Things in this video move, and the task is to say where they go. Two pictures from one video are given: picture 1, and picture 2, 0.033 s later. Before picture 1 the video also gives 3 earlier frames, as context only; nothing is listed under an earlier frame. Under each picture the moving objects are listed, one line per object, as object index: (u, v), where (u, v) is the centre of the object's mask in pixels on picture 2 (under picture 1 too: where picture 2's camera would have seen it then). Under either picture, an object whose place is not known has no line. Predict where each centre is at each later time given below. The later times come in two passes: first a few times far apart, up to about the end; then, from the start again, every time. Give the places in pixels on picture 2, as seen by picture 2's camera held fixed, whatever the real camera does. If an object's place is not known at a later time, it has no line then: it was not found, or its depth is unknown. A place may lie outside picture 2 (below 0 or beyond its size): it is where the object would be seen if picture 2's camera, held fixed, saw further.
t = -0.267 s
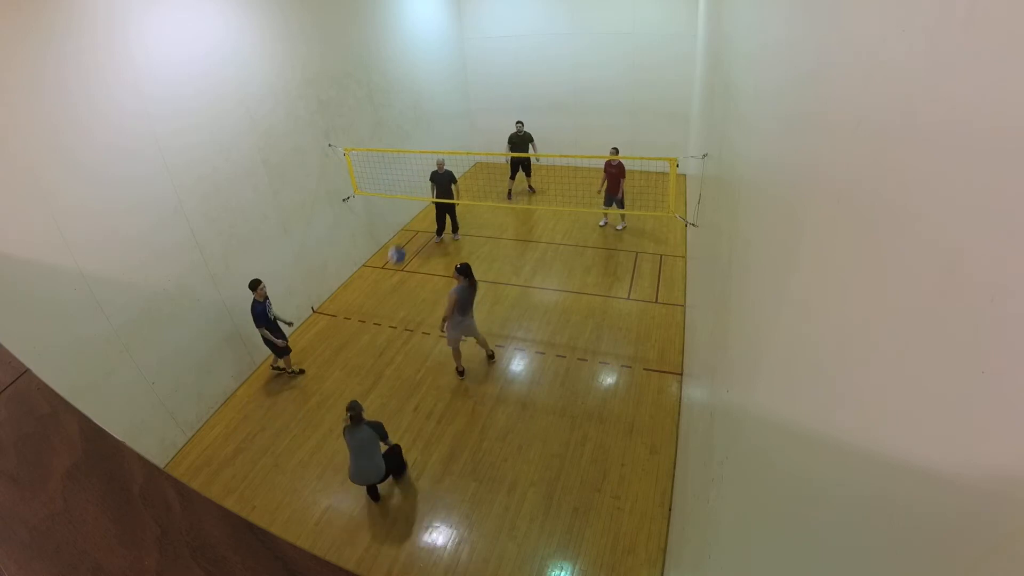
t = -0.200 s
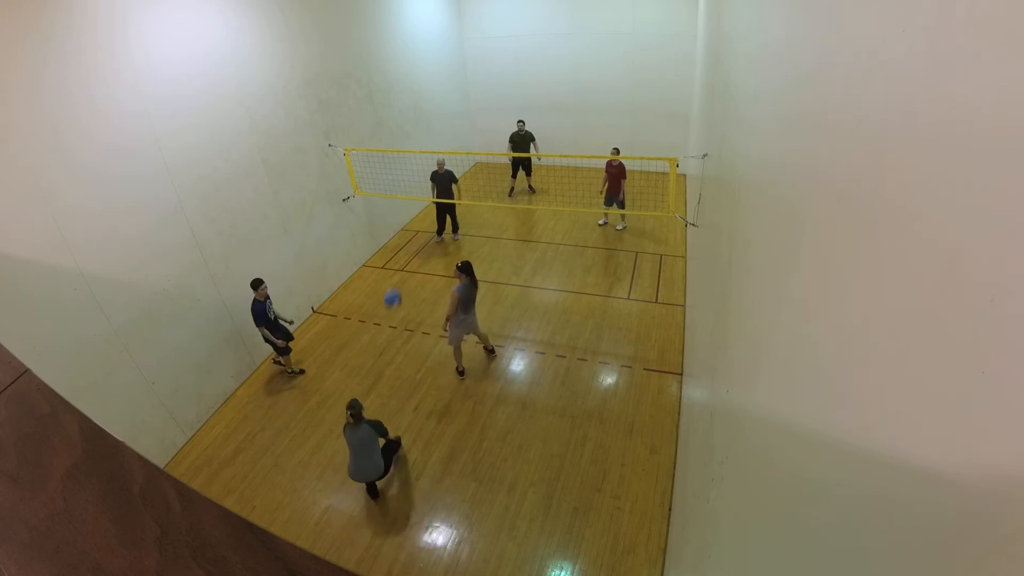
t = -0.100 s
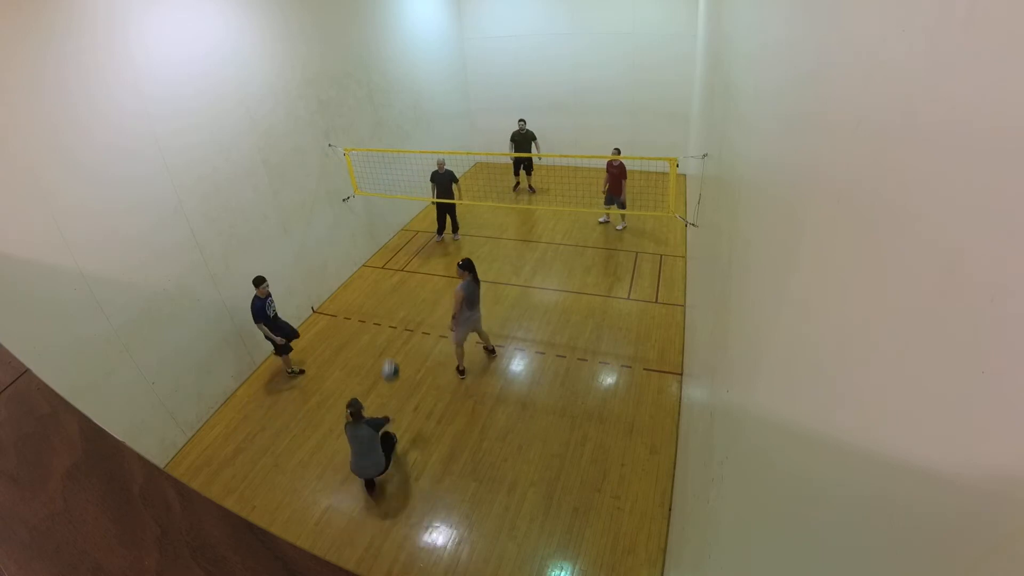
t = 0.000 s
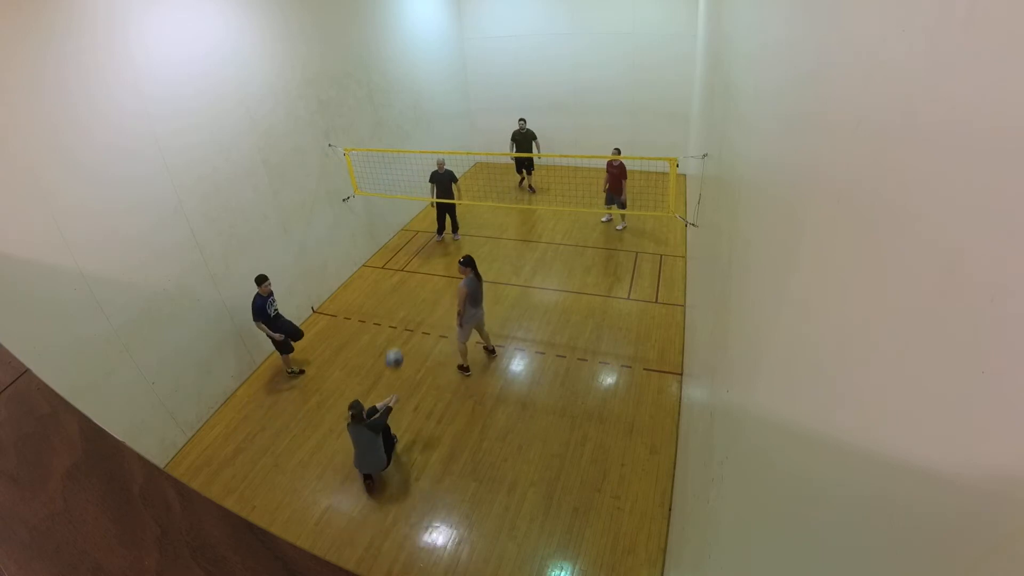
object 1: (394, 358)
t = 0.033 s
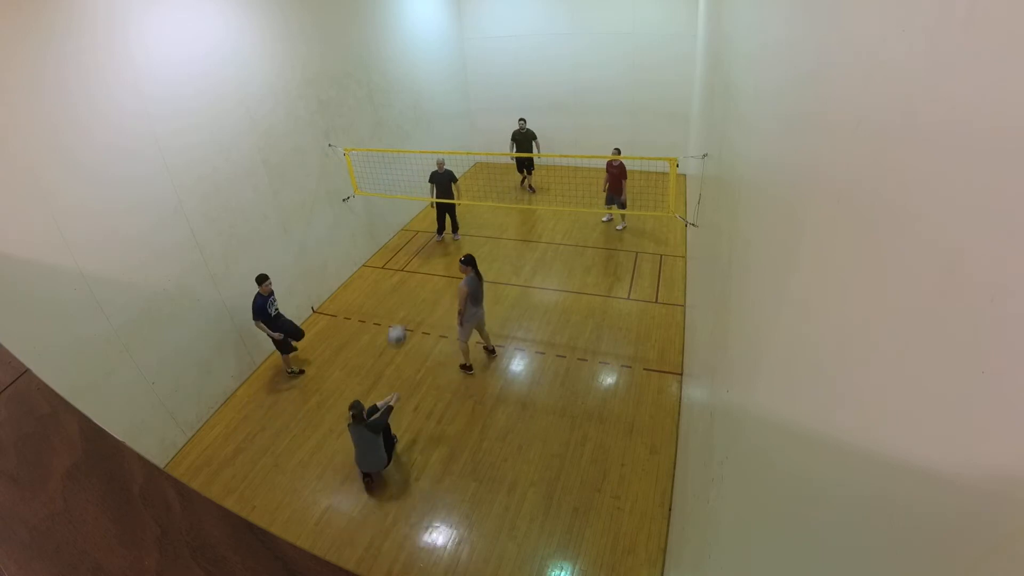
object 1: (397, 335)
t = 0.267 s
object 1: (425, 192)
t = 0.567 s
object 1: (471, 93)
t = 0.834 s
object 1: (510, 78)
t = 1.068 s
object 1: (539, 106)
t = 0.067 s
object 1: (400, 313)
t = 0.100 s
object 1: (403, 290)
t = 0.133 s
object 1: (408, 269)
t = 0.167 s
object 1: (411, 248)
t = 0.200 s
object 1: (415, 228)
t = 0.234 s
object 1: (420, 210)
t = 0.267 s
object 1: (425, 192)
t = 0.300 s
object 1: (430, 177)
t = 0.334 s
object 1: (435, 162)
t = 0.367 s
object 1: (440, 148)
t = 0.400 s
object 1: (446, 136)
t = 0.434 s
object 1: (451, 125)
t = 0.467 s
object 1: (456, 115)
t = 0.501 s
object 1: (461, 107)
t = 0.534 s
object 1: (466, 99)
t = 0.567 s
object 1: (471, 93)
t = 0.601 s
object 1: (477, 87)
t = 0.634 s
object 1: (482, 83)
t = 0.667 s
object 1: (486, 80)
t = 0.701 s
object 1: (491, 78)
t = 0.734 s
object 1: (496, 77)
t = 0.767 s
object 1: (501, 76)
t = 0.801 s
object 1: (505, 77)
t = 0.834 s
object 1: (510, 78)
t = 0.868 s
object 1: (514, 80)
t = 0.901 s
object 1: (518, 83)
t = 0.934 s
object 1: (523, 86)
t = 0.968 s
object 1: (527, 90)
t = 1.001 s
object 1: (531, 95)
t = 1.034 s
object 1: (535, 100)
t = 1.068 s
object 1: (539, 106)
